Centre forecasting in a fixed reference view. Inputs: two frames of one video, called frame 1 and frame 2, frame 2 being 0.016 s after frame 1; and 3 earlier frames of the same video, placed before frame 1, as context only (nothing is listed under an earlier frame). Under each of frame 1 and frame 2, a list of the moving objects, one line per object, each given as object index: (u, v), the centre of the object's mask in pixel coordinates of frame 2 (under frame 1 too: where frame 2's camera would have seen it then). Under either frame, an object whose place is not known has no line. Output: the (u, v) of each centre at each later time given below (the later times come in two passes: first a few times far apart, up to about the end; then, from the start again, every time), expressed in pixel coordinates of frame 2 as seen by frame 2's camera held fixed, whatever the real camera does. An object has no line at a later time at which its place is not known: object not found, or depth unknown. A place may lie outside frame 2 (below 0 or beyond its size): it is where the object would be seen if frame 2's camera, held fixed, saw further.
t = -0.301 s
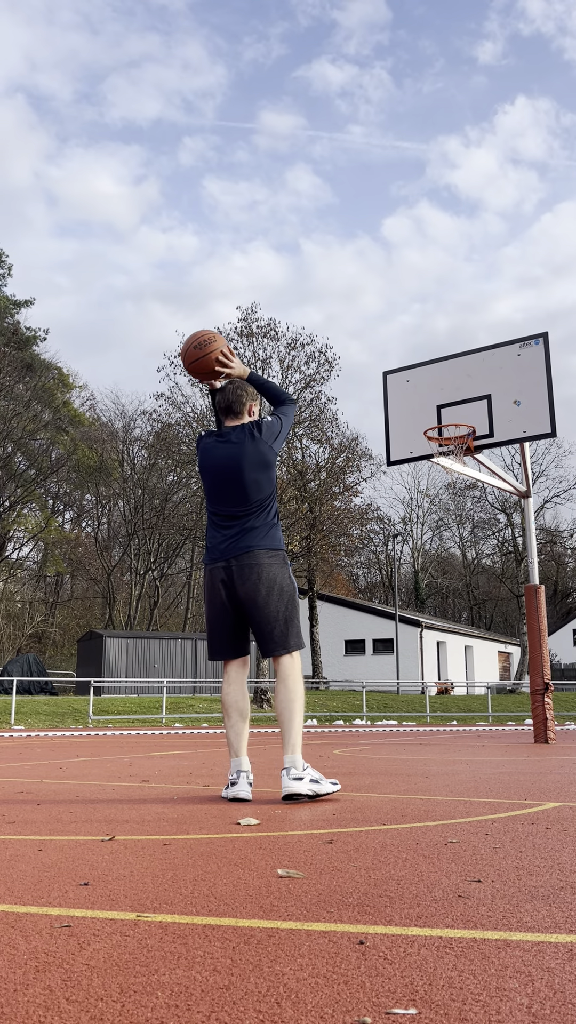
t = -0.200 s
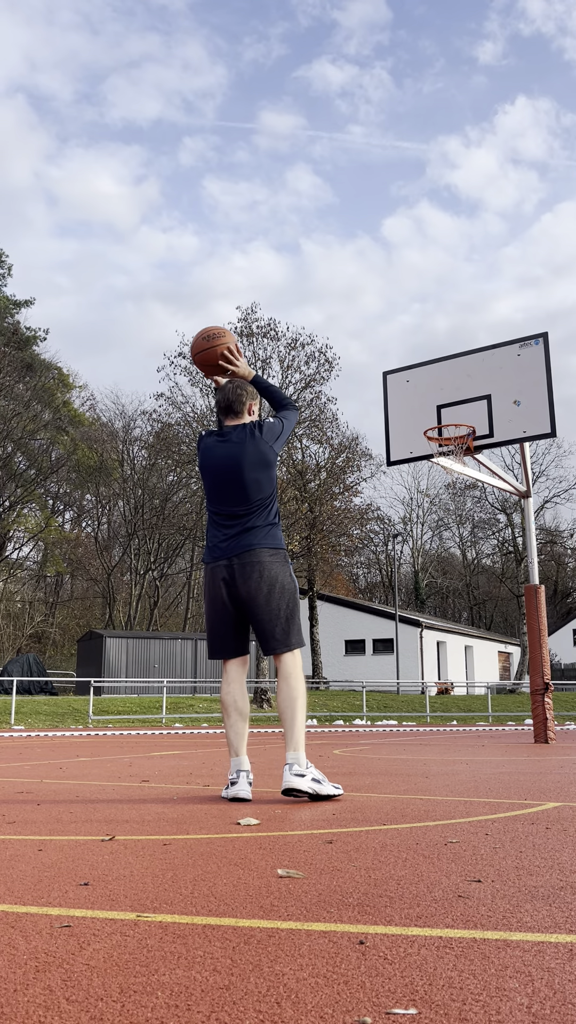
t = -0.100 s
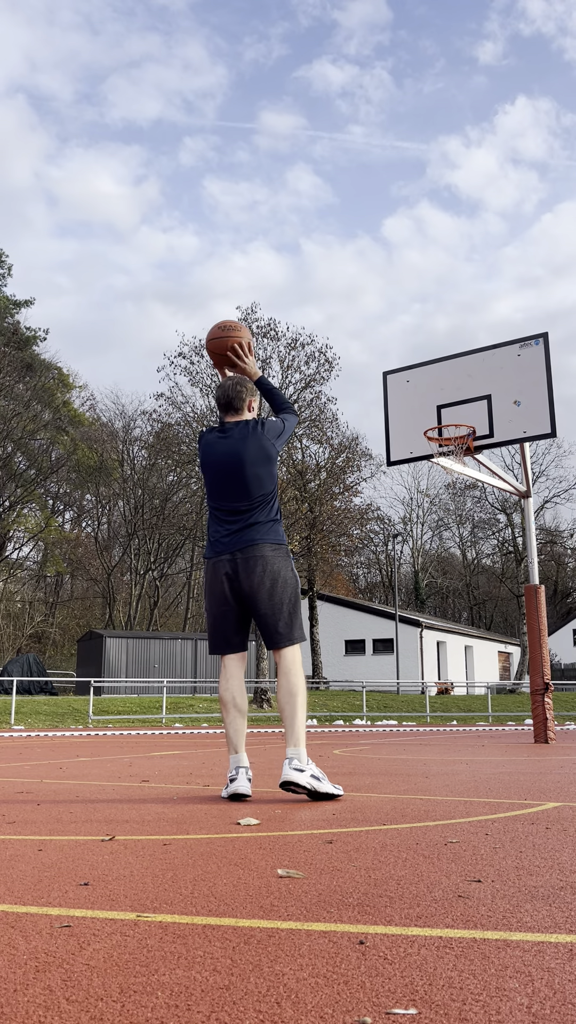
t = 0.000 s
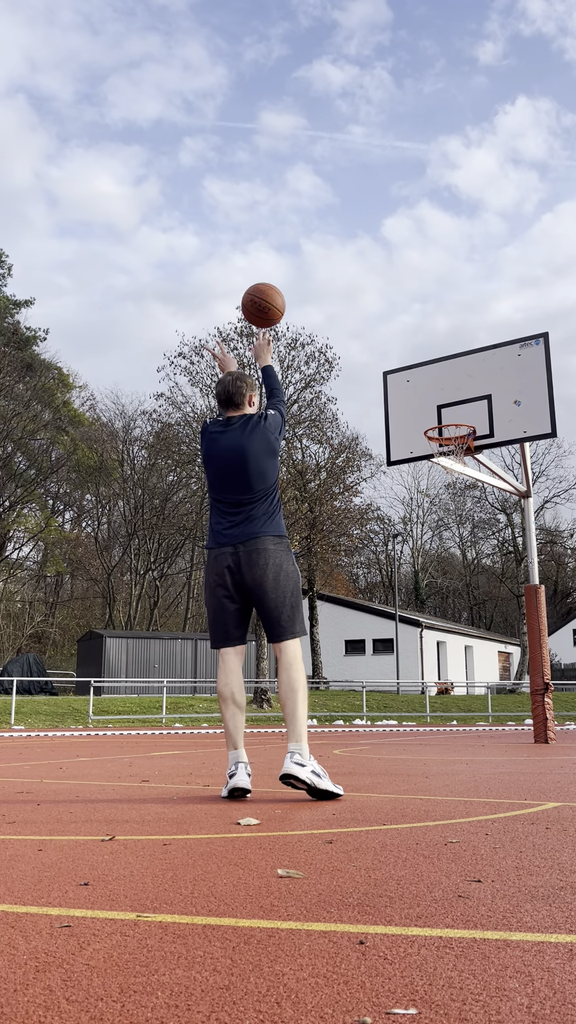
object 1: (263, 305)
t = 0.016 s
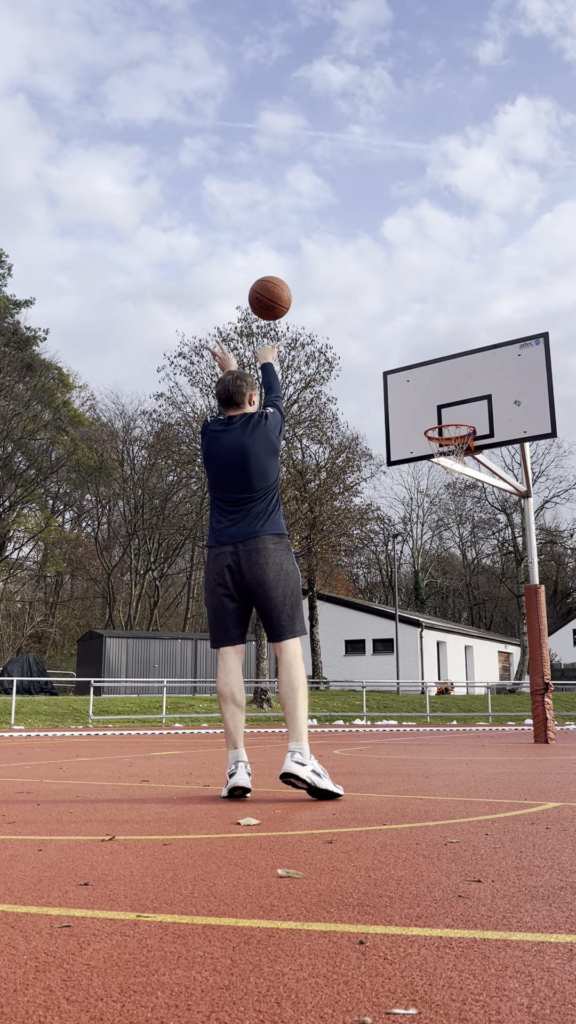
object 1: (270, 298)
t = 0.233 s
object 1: (338, 261)
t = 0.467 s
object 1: (388, 292)
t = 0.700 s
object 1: (424, 369)
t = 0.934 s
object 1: (452, 460)
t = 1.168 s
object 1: (459, 488)
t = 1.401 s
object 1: (468, 575)
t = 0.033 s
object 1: (276, 292)
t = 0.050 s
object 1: (282, 286)
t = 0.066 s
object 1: (288, 281)
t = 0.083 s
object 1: (294, 277)
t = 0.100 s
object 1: (299, 273)
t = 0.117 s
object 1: (305, 270)
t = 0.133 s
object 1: (310, 268)
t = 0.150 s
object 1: (315, 266)
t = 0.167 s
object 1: (320, 264)
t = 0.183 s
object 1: (325, 263)
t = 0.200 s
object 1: (329, 262)
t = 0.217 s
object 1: (334, 261)
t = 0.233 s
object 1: (338, 261)
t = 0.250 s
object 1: (342, 261)
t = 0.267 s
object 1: (346, 262)
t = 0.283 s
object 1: (350, 263)
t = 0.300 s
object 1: (354, 264)
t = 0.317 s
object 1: (358, 266)
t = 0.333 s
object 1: (362, 268)
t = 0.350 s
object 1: (365, 270)
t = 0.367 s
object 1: (369, 272)
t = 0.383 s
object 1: (372, 275)
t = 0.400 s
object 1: (376, 278)
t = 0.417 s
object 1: (379, 281)
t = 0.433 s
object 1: (382, 285)
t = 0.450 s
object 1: (385, 288)
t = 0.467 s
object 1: (388, 292)
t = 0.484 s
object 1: (391, 297)
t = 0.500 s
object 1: (394, 301)
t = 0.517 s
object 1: (397, 306)
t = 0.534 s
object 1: (400, 311)
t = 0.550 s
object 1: (402, 316)
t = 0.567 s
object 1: (405, 321)
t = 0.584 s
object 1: (407, 326)
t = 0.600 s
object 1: (410, 332)
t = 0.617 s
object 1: (413, 338)
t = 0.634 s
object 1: (415, 344)
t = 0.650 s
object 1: (417, 350)
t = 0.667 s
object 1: (420, 356)
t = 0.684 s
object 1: (422, 363)
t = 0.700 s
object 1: (424, 369)
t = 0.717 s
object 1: (426, 376)
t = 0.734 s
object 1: (428, 383)
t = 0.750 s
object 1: (431, 390)
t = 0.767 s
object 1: (433, 397)
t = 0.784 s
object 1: (435, 404)
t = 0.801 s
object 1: (437, 412)
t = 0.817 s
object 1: (439, 417)
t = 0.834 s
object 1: (442, 427)
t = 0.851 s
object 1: (443, 436)
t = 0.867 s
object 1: (444, 441)
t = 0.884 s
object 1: (447, 449)
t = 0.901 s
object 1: (449, 456)
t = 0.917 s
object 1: (452, 459)
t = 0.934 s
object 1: (452, 460)
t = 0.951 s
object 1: (453, 463)
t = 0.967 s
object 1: (453, 462)
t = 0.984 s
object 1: (454, 462)
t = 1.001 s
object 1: (454, 463)
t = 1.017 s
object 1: (454, 464)
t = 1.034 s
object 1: (455, 466)
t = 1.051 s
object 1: (455, 468)
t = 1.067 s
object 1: (456, 470)
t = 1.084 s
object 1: (456, 472)
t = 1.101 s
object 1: (457, 475)
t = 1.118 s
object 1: (457, 478)
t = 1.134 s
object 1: (457, 482)
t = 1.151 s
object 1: (458, 485)
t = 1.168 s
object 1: (459, 488)
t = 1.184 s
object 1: (459, 492)
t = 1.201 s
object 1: (460, 497)
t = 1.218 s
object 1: (460, 502)
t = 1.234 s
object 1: (461, 507)
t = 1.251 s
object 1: (461, 512)
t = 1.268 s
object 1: (462, 518)
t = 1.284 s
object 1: (463, 524)
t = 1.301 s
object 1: (463, 530)
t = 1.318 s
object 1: (464, 537)
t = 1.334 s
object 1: (464, 544)
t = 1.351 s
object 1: (465, 551)
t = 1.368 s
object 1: (465, 559)
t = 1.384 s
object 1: (467, 567)
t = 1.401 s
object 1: (468, 575)
